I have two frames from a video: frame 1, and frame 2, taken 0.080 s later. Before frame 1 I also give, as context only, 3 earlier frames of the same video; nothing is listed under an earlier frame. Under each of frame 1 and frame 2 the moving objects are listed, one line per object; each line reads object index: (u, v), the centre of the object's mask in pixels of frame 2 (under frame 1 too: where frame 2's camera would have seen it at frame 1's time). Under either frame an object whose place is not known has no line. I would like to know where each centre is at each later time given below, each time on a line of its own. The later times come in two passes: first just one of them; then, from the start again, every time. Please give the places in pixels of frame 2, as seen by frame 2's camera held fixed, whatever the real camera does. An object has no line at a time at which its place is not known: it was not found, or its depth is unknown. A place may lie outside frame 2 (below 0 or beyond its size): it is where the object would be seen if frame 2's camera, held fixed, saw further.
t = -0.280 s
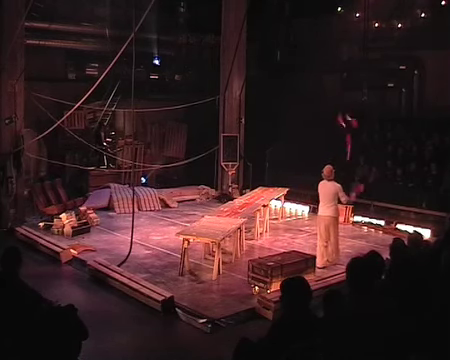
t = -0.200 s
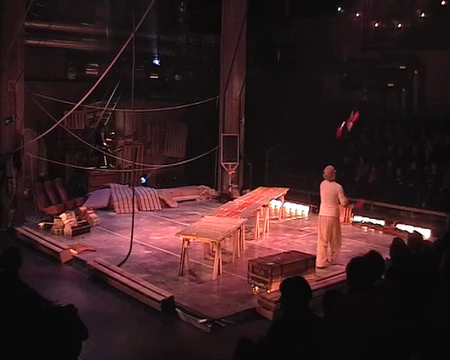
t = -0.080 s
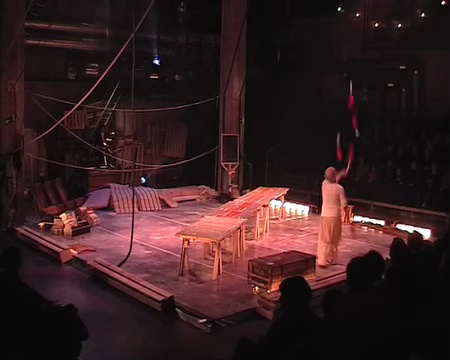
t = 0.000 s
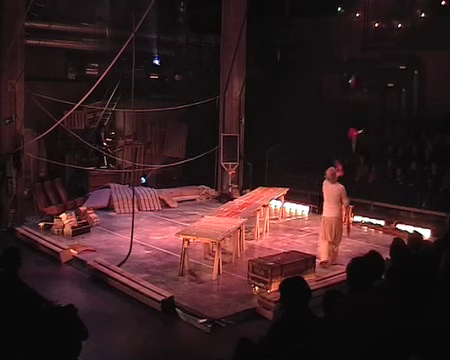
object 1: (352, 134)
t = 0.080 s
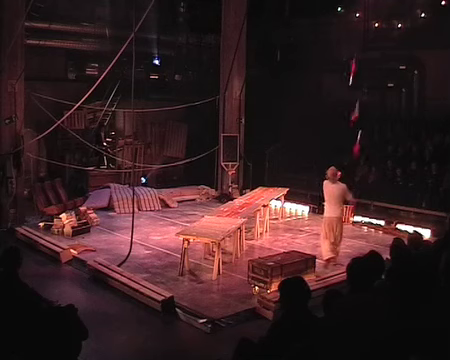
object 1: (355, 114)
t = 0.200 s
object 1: (357, 92)
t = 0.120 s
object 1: (355, 103)
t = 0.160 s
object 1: (356, 97)
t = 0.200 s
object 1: (357, 92)
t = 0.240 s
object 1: (359, 84)
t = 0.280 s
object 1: (359, 77)
